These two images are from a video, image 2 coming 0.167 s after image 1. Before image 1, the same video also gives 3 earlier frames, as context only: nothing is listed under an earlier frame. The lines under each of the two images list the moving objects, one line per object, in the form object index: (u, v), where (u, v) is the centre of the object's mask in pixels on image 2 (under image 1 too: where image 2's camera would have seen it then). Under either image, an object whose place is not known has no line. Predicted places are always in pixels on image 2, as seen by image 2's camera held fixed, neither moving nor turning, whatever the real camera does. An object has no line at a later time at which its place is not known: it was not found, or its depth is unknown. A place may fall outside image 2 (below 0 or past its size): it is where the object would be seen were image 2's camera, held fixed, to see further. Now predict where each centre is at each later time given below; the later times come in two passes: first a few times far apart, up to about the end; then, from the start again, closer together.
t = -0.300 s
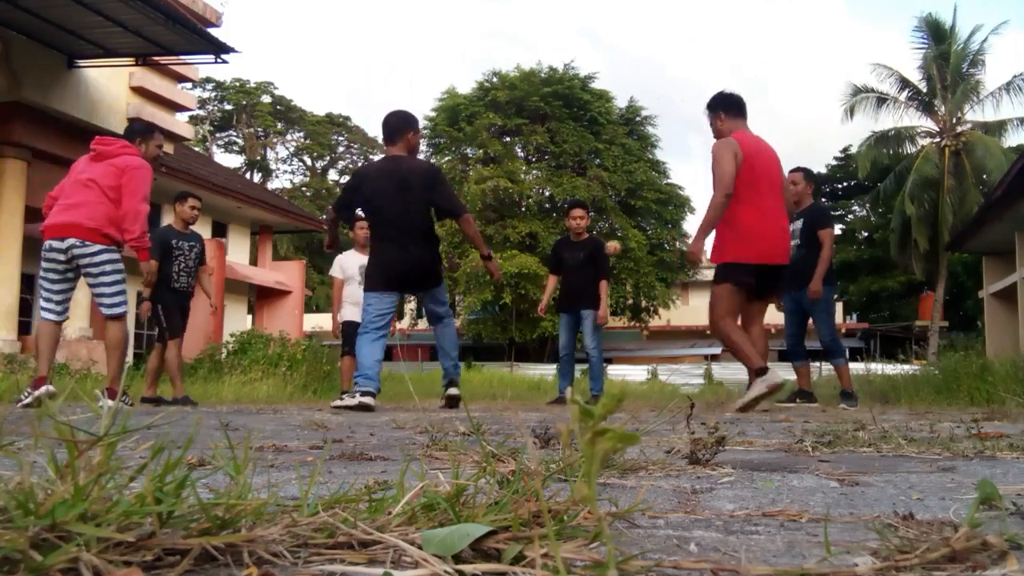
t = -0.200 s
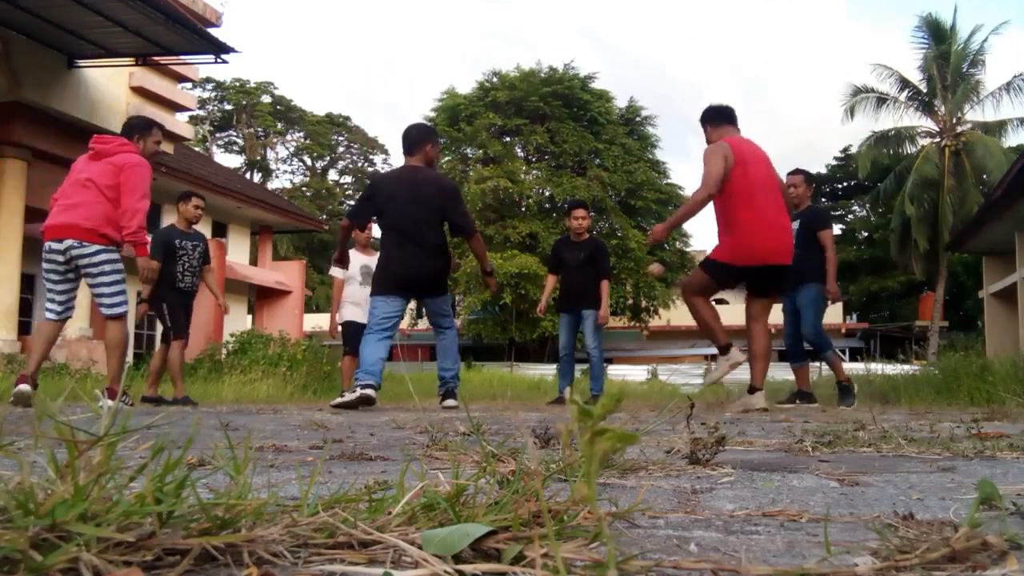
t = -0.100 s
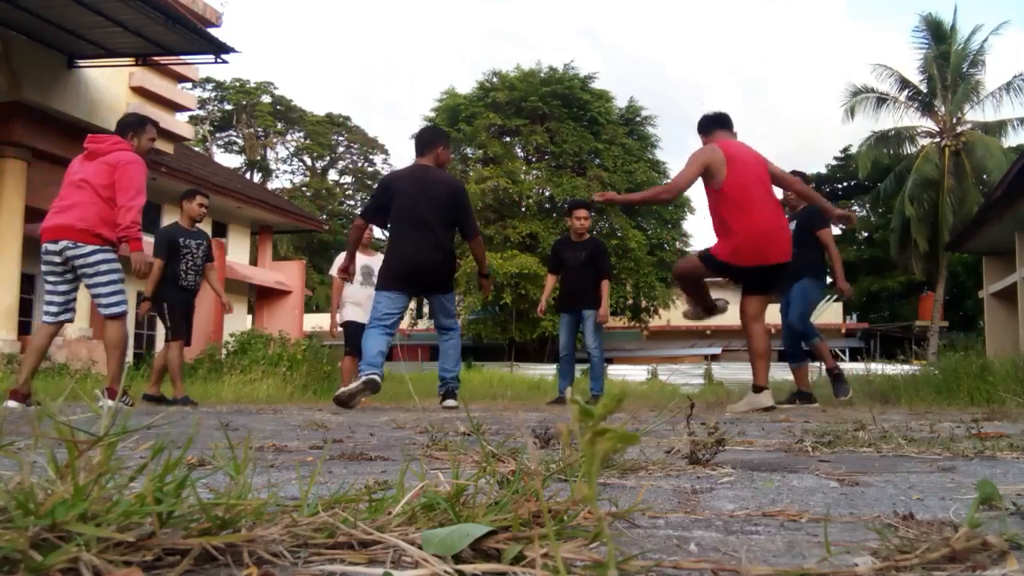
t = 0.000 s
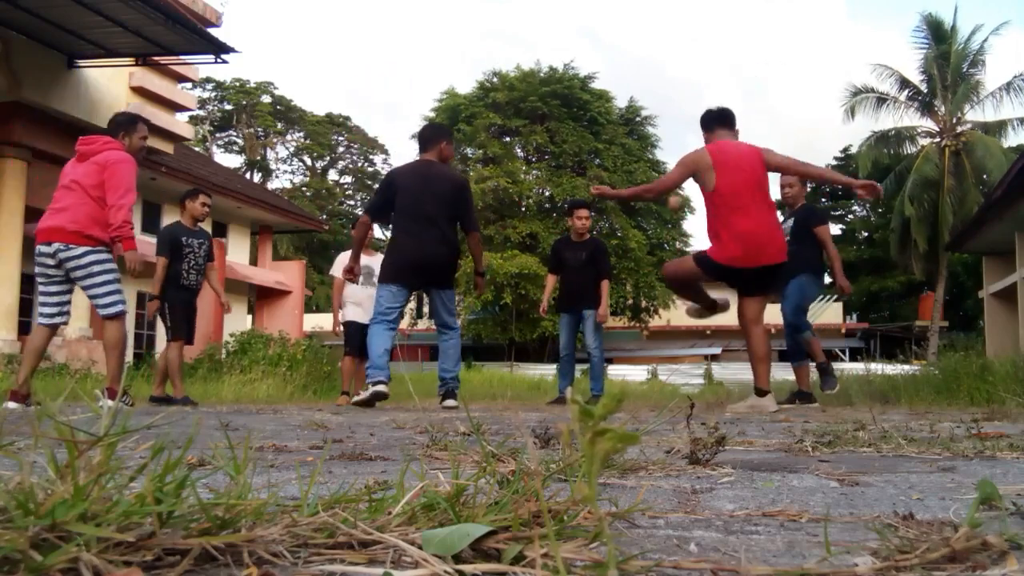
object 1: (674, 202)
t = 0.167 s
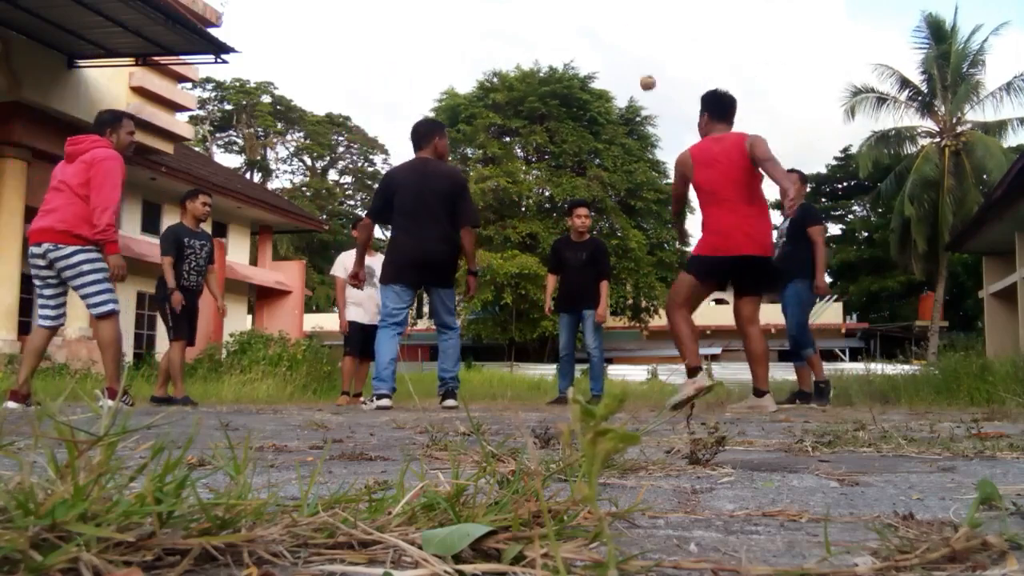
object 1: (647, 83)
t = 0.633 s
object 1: (576, 3)
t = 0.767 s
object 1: (556, 50)
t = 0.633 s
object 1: (576, 3)
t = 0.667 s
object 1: (571, 8)
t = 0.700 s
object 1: (567, 20)
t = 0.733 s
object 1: (561, 34)
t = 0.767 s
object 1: (556, 50)
